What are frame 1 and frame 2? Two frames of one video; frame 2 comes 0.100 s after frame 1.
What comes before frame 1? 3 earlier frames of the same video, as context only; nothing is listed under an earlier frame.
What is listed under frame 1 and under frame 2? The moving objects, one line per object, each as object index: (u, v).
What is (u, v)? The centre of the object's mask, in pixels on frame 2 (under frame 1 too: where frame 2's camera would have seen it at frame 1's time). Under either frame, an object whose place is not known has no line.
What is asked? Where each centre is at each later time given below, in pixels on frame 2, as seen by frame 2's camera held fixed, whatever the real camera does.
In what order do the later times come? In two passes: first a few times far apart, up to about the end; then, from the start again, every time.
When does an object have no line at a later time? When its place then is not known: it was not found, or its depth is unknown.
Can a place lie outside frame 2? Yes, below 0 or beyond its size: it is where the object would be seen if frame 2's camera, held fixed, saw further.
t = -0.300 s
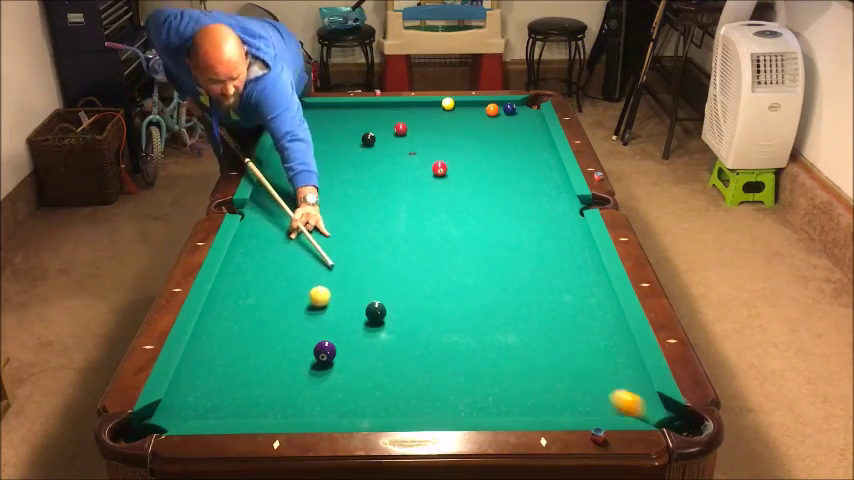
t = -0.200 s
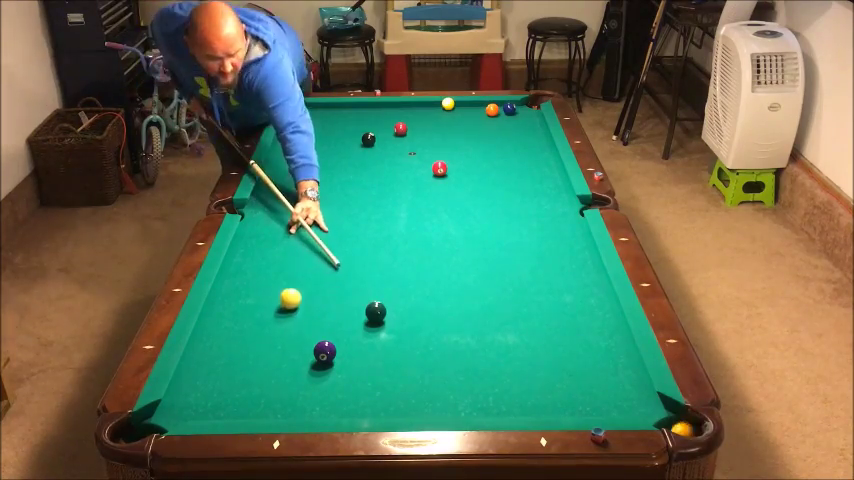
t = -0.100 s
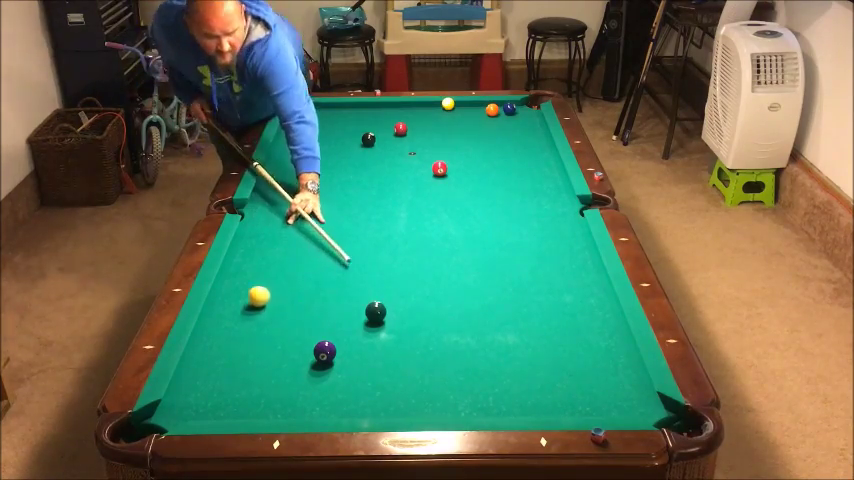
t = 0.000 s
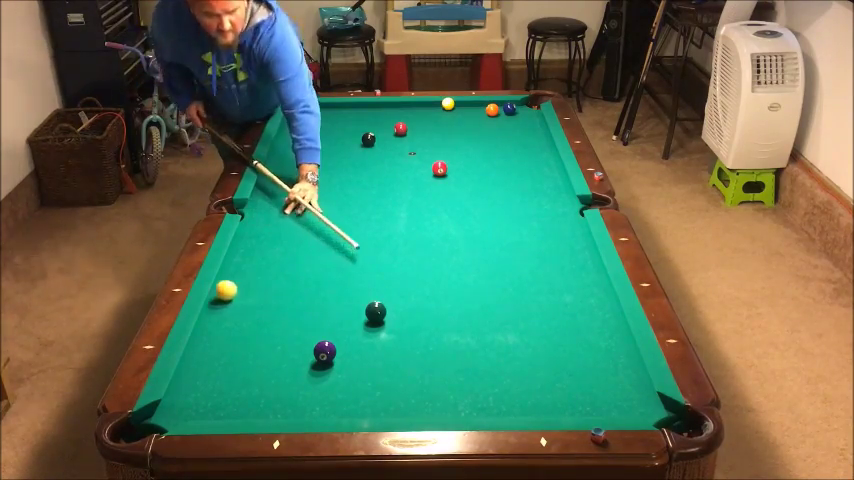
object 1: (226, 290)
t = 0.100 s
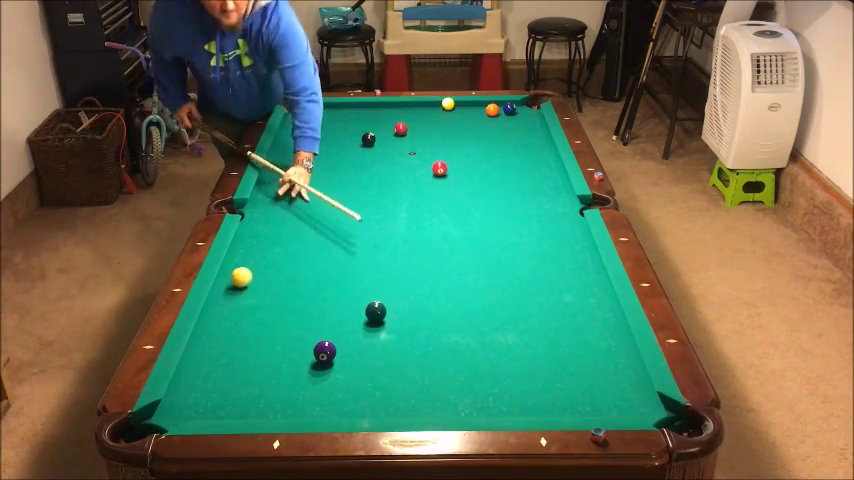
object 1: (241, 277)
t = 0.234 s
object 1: (268, 260)
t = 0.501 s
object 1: (316, 229)
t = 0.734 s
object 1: (352, 206)
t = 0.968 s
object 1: (384, 186)
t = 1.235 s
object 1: (416, 166)
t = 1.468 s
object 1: (441, 151)
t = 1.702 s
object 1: (463, 137)
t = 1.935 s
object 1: (483, 125)
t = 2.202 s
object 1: (504, 112)
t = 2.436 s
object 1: (511, 111)
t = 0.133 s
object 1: (248, 273)
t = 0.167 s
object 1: (255, 268)
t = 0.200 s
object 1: (262, 264)
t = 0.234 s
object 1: (268, 260)
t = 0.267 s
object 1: (275, 256)
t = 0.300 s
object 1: (281, 252)
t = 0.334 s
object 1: (287, 248)
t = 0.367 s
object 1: (293, 244)
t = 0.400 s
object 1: (299, 240)
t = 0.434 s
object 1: (305, 236)
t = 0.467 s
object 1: (311, 233)
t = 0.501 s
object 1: (316, 229)
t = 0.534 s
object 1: (322, 226)
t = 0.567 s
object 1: (327, 222)
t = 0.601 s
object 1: (332, 219)
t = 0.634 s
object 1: (337, 216)
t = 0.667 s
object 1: (343, 213)
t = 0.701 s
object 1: (347, 209)
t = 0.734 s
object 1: (352, 206)
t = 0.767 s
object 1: (357, 203)
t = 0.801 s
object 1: (362, 201)
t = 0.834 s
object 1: (366, 198)
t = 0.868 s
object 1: (371, 195)
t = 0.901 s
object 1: (375, 192)
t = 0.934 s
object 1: (380, 189)
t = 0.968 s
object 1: (384, 186)
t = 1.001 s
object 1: (389, 184)
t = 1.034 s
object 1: (393, 181)
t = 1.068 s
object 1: (397, 179)
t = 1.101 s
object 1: (401, 176)
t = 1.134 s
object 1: (405, 174)
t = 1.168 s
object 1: (409, 171)
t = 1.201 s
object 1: (413, 169)
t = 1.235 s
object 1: (416, 166)
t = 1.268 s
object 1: (420, 164)
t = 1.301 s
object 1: (424, 162)
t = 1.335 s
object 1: (427, 159)
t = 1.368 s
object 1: (431, 157)
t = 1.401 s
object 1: (434, 154)
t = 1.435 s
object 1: (438, 153)
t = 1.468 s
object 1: (441, 151)
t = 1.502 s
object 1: (445, 149)
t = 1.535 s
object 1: (448, 147)
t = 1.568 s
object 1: (451, 145)
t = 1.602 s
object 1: (454, 143)
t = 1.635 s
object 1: (457, 141)
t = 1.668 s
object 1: (460, 139)
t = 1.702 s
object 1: (463, 137)
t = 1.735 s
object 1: (466, 136)
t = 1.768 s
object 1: (469, 134)
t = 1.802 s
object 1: (472, 132)
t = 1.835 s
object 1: (475, 130)
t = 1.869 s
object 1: (478, 128)
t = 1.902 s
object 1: (481, 127)
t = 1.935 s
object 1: (483, 125)
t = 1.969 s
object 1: (486, 123)
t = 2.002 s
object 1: (489, 122)
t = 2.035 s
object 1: (491, 120)
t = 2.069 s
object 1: (494, 119)
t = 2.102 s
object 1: (497, 117)
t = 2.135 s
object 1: (499, 115)
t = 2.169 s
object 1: (501, 114)
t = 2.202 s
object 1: (504, 112)
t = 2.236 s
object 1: (505, 112)
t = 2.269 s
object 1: (506, 112)
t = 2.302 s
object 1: (507, 112)
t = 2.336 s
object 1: (508, 111)
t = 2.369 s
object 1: (509, 111)
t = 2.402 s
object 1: (510, 111)
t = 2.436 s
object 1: (511, 111)
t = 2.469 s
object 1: (512, 110)
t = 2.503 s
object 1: (513, 110)
